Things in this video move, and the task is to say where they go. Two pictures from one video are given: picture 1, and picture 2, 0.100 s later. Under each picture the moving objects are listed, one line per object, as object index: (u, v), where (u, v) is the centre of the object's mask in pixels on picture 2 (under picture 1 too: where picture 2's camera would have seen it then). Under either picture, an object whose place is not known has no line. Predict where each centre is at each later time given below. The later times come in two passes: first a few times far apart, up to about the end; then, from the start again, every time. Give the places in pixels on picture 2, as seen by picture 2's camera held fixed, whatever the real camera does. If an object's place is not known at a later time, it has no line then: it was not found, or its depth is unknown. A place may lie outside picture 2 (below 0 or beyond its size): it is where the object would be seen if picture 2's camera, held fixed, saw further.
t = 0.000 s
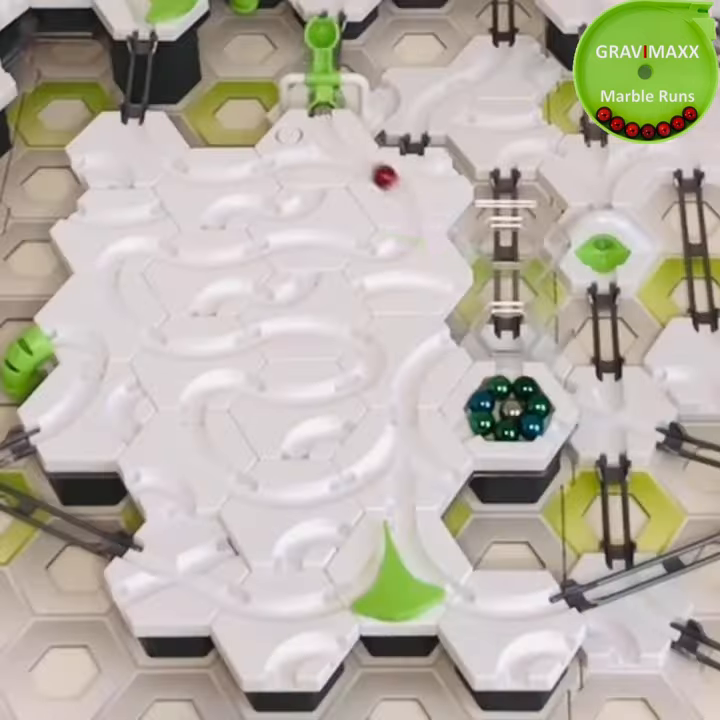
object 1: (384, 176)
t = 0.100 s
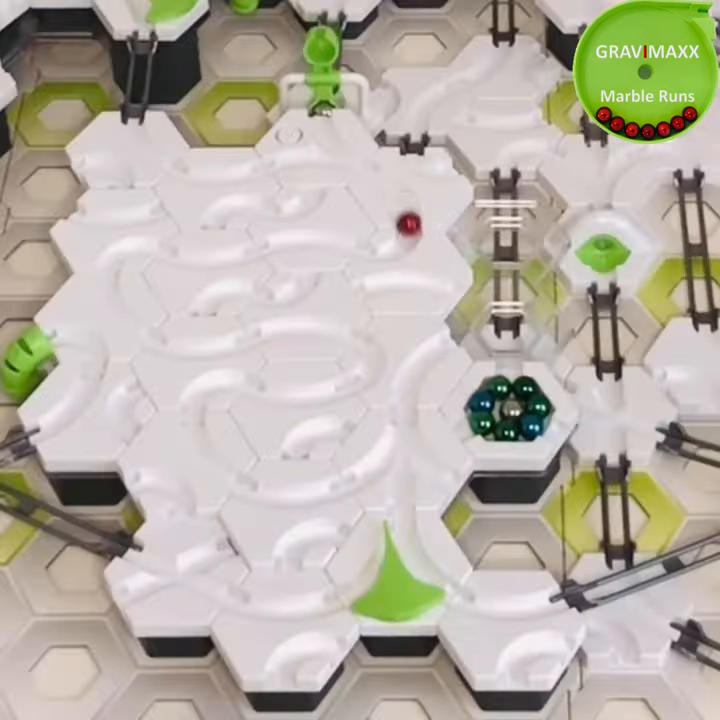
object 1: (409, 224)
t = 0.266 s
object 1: (336, 240)
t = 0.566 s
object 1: (206, 259)
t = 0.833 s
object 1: (112, 258)
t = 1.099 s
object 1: (142, 334)
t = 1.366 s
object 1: (253, 335)
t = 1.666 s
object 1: (349, 334)
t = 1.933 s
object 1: (347, 385)
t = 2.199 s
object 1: (244, 382)
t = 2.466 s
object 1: (190, 417)
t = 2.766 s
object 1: (282, 496)
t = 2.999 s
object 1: (382, 458)
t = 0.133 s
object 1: (405, 240)
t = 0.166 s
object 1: (386, 250)
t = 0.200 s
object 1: (365, 250)
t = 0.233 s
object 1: (350, 245)
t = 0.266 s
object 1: (336, 240)
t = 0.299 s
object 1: (322, 237)
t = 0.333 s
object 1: (308, 237)
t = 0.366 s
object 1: (293, 238)
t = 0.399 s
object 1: (279, 240)
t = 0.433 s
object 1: (266, 245)
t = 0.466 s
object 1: (252, 250)
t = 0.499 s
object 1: (237, 255)
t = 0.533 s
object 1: (222, 257)
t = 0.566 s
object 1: (206, 259)
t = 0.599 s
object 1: (191, 258)
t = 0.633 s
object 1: (176, 255)
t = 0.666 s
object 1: (163, 251)
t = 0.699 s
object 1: (152, 244)
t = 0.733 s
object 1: (140, 244)
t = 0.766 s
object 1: (129, 246)
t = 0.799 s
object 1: (120, 250)
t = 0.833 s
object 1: (112, 258)
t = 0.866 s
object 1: (107, 268)
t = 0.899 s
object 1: (105, 278)
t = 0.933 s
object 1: (105, 288)
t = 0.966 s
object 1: (108, 299)
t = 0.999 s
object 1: (113, 309)
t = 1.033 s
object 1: (120, 318)
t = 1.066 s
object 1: (130, 326)
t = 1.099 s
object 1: (142, 334)
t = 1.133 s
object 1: (155, 340)
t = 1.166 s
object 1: (169, 345)
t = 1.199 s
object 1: (183, 348)
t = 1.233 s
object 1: (198, 348)
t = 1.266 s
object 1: (213, 347)
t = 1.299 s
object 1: (228, 344)
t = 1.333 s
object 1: (241, 340)
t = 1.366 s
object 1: (253, 335)
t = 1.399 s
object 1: (265, 331)
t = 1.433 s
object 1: (277, 328)
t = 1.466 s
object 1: (288, 326)
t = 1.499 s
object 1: (299, 325)
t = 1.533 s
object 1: (310, 325)
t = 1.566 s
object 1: (320, 326)
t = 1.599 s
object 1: (330, 328)
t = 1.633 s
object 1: (340, 330)
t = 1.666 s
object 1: (349, 334)
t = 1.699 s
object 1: (358, 338)
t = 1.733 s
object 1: (366, 344)
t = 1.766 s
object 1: (371, 350)
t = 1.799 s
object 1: (372, 357)
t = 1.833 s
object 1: (372, 365)
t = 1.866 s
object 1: (367, 372)
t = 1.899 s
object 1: (359, 380)
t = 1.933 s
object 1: (347, 385)
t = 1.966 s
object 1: (335, 390)
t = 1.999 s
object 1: (321, 393)
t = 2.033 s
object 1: (307, 395)
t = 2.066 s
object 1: (293, 395)
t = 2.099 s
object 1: (279, 394)
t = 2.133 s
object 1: (266, 391)
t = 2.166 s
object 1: (254, 387)
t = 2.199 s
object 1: (244, 382)
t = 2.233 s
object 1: (234, 378)
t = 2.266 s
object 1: (224, 378)
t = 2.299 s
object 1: (215, 380)
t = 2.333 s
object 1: (207, 384)
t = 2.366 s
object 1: (200, 389)
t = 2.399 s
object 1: (195, 397)
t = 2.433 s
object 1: (192, 407)
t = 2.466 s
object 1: (190, 417)
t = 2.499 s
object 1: (191, 429)
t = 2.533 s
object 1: (195, 440)
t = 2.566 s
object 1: (200, 452)
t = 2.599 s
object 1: (209, 463)
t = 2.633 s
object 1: (219, 473)
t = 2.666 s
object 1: (233, 481)
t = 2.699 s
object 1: (248, 488)
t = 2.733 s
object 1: (265, 493)
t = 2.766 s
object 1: (282, 496)
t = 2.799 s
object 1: (300, 495)
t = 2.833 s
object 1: (317, 493)
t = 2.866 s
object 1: (334, 488)
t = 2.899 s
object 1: (348, 482)
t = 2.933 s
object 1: (362, 475)
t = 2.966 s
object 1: (373, 466)
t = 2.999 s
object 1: (382, 458)
